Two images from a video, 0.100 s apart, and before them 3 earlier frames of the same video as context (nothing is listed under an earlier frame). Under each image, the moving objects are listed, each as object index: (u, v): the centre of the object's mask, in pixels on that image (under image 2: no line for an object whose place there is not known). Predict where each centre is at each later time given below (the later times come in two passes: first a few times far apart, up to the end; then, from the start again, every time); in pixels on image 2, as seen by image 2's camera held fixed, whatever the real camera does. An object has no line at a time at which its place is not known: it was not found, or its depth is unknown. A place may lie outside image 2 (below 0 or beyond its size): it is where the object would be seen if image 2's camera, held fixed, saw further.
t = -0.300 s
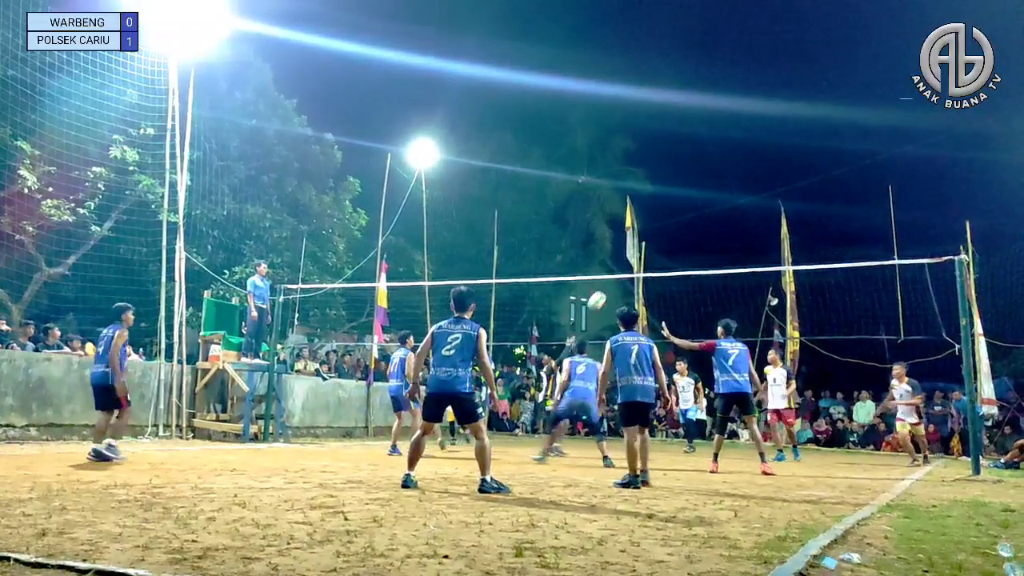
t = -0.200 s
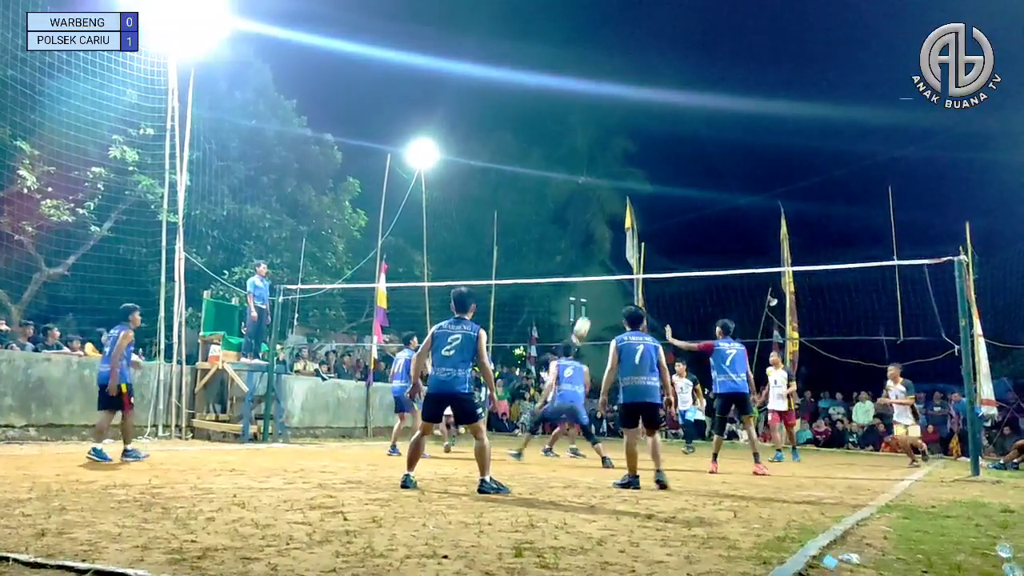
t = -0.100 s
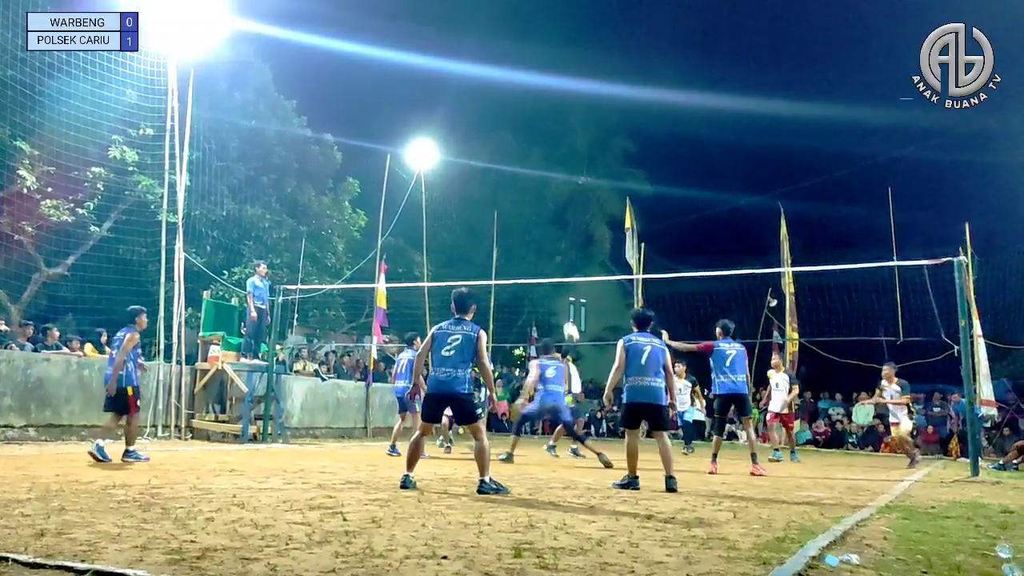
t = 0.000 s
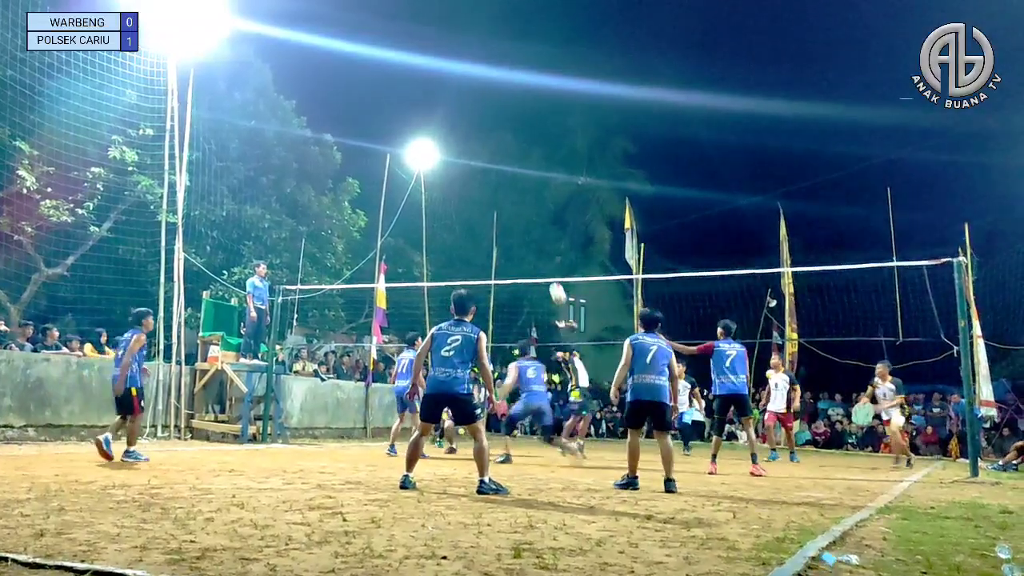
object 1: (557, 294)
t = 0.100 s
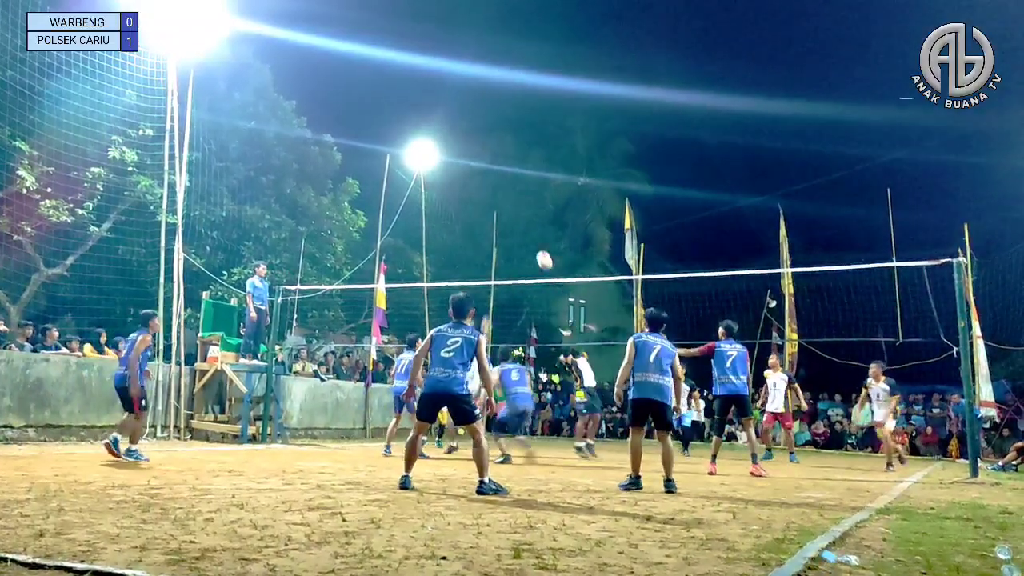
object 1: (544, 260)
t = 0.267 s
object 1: (523, 222)
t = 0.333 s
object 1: (515, 212)
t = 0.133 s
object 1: (540, 251)
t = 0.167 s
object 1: (535, 243)
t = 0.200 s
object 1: (531, 235)
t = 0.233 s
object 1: (527, 228)
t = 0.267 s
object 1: (523, 222)
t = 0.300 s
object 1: (518, 217)
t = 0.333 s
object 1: (515, 212)
